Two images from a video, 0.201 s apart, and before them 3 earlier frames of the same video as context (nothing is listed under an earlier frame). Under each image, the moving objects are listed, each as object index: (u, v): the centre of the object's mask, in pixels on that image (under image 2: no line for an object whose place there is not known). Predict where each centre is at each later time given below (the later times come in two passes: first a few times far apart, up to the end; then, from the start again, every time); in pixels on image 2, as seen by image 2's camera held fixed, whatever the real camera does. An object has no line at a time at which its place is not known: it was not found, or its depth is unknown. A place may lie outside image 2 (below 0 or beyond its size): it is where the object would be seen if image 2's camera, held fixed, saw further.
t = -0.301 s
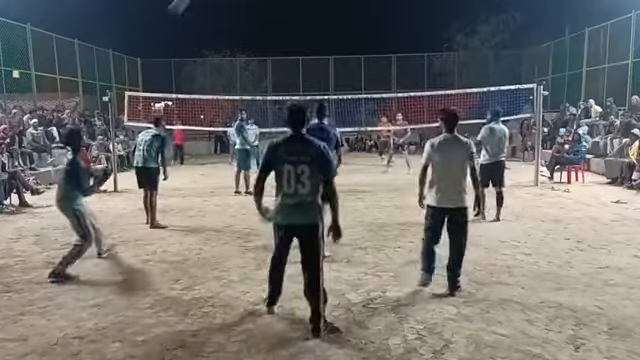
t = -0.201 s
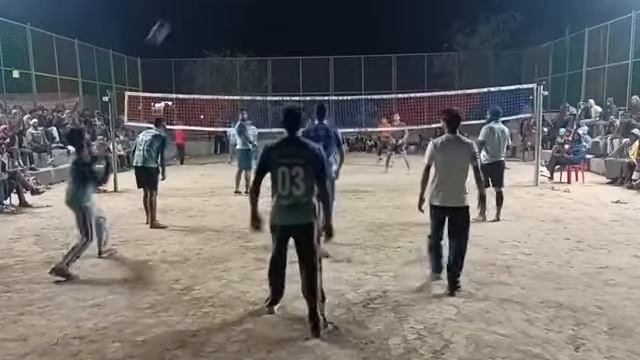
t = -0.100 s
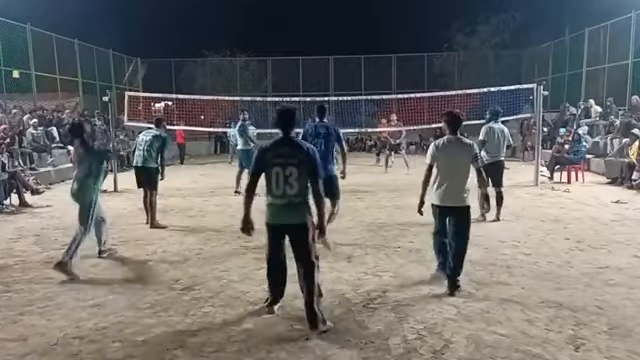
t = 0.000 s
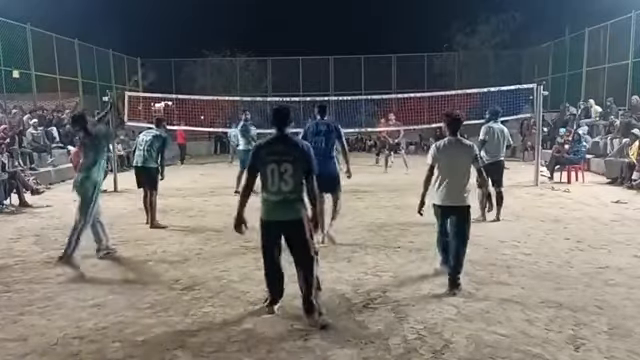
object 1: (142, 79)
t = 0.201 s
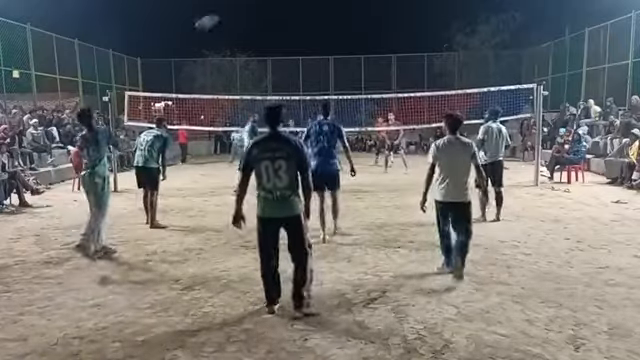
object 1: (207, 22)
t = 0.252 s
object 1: (219, 15)
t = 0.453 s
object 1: (260, 6)
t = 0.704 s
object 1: (295, 24)
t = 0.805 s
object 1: (306, 37)
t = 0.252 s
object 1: (219, 15)
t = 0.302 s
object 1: (232, 10)
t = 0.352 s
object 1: (242, 7)
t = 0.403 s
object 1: (251, 5)
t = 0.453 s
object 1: (260, 6)
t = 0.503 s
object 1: (268, 8)
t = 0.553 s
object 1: (276, 11)
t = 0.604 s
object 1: (282, 14)
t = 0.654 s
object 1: (289, 19)
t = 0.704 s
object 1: (295, 24)
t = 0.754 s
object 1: (301, 30)
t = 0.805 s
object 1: (306, 37)
